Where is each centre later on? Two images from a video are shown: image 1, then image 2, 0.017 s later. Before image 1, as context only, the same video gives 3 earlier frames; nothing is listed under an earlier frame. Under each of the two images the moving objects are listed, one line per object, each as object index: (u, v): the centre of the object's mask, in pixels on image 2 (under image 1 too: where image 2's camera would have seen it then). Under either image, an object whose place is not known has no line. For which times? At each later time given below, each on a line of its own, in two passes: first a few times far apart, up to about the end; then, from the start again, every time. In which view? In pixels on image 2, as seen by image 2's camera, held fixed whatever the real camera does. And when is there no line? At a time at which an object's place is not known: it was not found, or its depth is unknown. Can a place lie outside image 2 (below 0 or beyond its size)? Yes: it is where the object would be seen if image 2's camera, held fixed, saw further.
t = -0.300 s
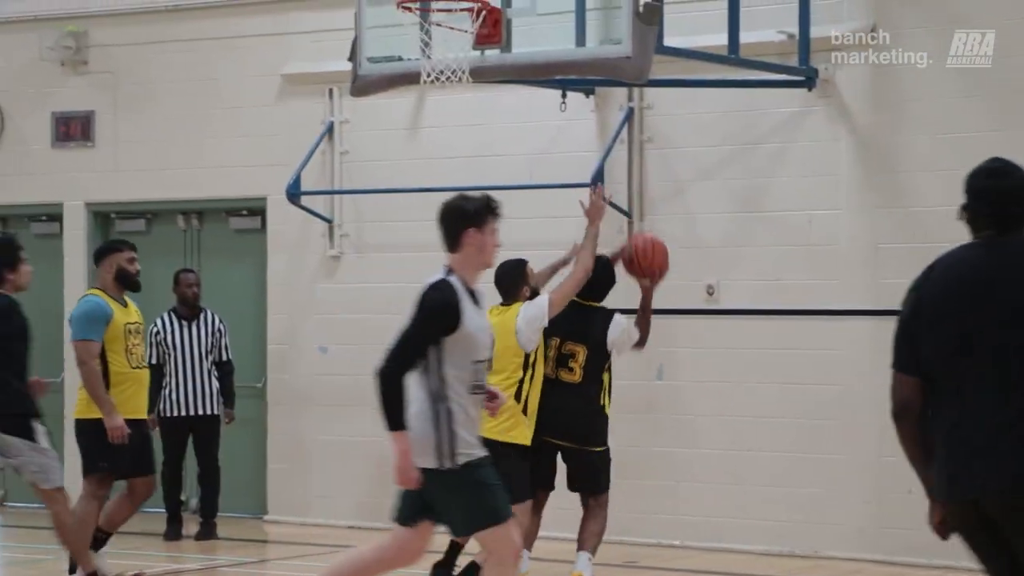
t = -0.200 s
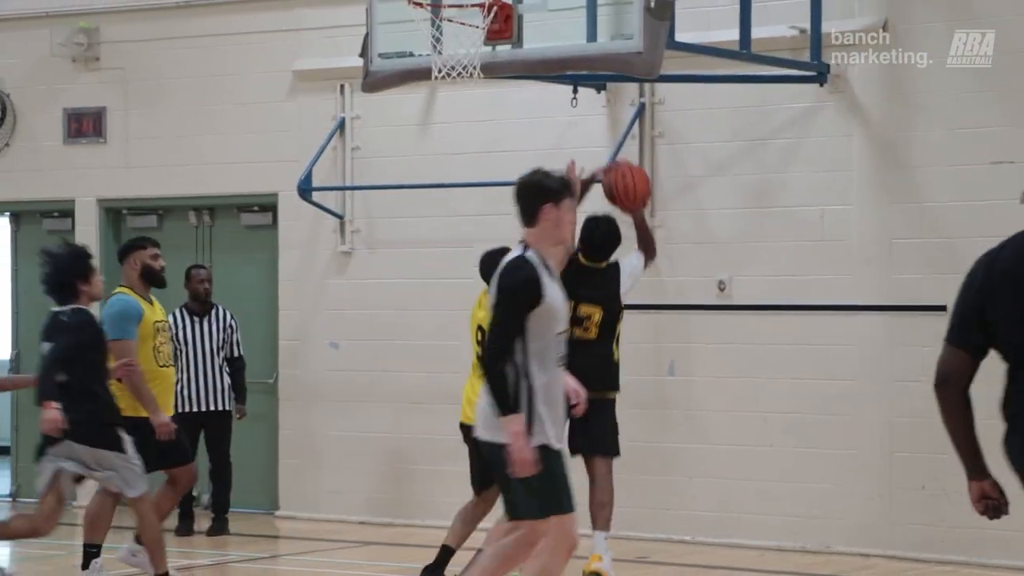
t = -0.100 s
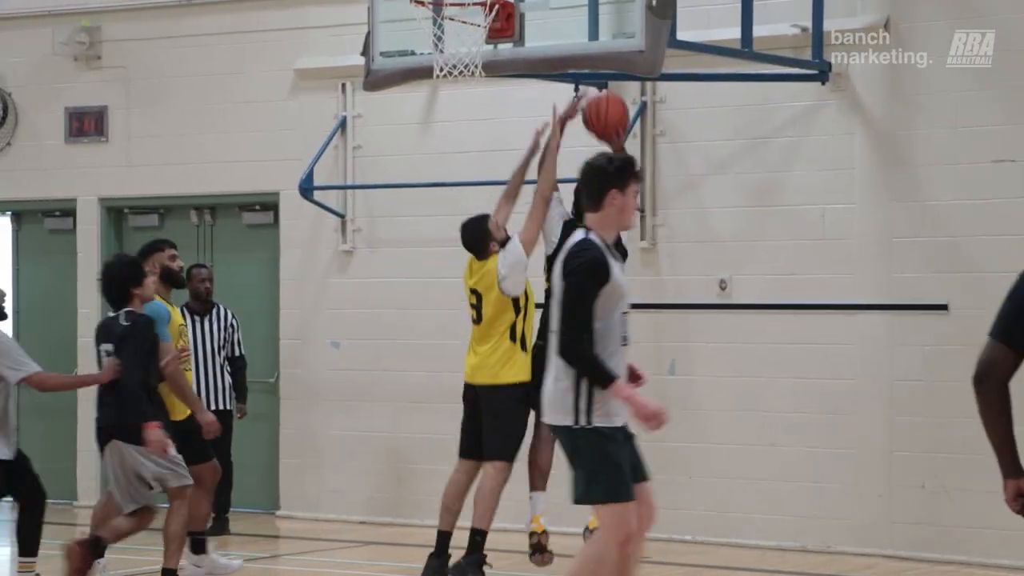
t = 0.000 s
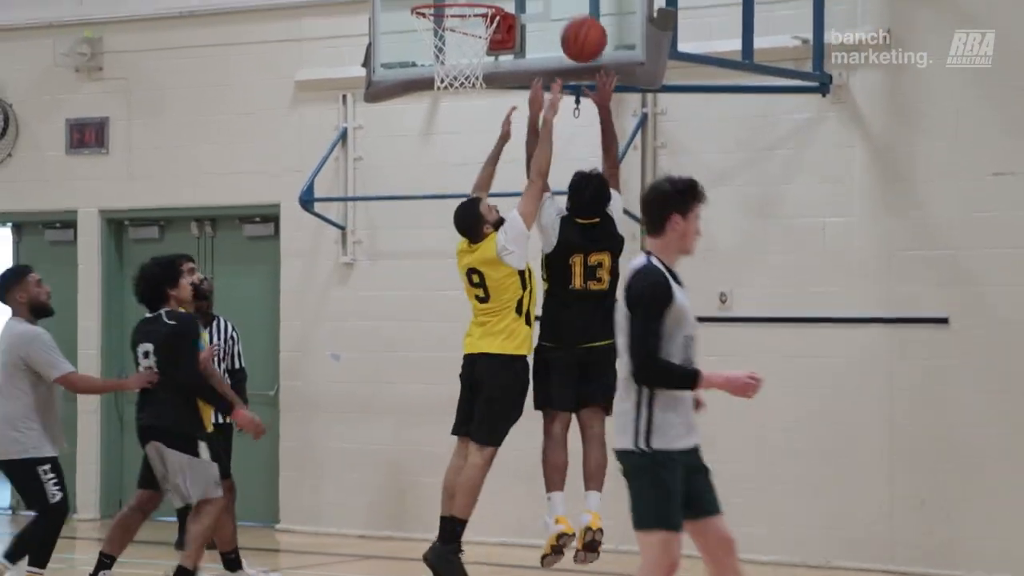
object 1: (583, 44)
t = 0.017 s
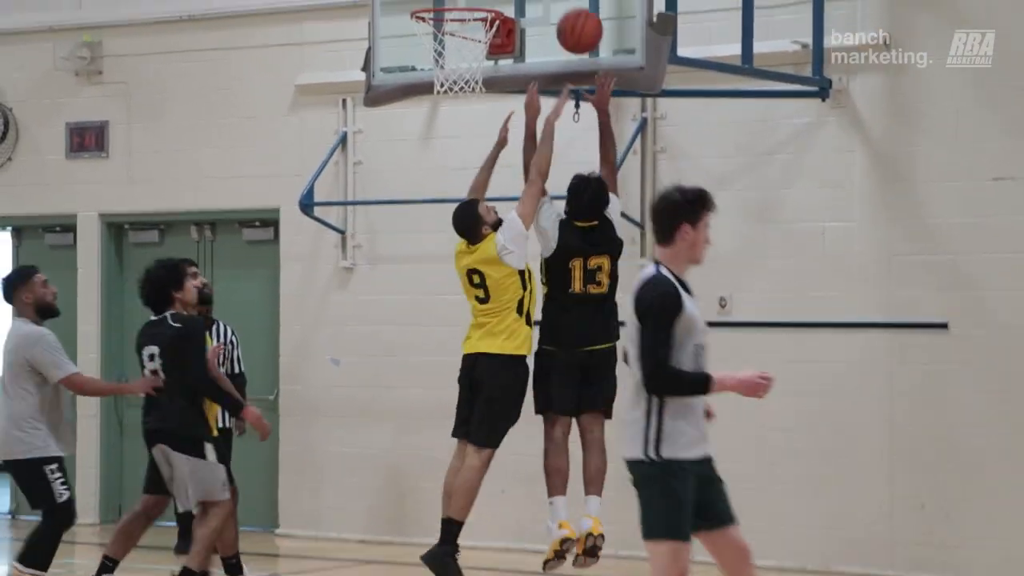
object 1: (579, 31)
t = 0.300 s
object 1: (508, -68)
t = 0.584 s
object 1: (434, 14)
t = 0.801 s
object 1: (466, 147)
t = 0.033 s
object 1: (576, 18)
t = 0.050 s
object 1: (572, 7)
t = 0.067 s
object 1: (568, -2)
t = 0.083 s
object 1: (564, -12)
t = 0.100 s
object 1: (560, -21)
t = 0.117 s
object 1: (557, -30)
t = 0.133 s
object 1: (553, -38)
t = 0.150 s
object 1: (549, -45)
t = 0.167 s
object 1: (544, -51)
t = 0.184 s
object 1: (540, -57)
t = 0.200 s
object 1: (535, -61)
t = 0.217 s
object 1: (531, -64)
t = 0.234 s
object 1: (526, -66)
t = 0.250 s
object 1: (522, -67)
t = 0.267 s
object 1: (517, -68)
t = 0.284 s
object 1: (513, -68)
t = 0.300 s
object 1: (508, -68)
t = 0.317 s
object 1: (504, -67)
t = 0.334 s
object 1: (499, -66)
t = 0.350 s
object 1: (495, -64)
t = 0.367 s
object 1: (490, -62)
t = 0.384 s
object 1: (486, -59)
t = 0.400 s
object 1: (482, -56)
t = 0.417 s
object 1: (478, -52)
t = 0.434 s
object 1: (473, -48)
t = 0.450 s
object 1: (469, -43)
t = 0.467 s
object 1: (465, -38)
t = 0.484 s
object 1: (461, -32)
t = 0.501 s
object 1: (456, -25)
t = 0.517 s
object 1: (452, -18)
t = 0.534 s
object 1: (447, -12)
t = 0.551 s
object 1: (443, -8)
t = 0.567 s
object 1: (438, -4)
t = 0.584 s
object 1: (434, 14)
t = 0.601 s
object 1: (435, 22)
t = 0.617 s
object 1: (437, 31)
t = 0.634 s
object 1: (440, 40)
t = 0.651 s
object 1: (443, 49)
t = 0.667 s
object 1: (445, 58)
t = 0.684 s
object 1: (448, 68)
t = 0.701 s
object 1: (451, 78)
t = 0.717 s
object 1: (454, 92)
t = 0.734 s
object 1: (456, 99)
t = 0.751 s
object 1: (459, 109)
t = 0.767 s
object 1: (461, 122)
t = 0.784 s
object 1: (464, 134)
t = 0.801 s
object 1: (466, 147)
